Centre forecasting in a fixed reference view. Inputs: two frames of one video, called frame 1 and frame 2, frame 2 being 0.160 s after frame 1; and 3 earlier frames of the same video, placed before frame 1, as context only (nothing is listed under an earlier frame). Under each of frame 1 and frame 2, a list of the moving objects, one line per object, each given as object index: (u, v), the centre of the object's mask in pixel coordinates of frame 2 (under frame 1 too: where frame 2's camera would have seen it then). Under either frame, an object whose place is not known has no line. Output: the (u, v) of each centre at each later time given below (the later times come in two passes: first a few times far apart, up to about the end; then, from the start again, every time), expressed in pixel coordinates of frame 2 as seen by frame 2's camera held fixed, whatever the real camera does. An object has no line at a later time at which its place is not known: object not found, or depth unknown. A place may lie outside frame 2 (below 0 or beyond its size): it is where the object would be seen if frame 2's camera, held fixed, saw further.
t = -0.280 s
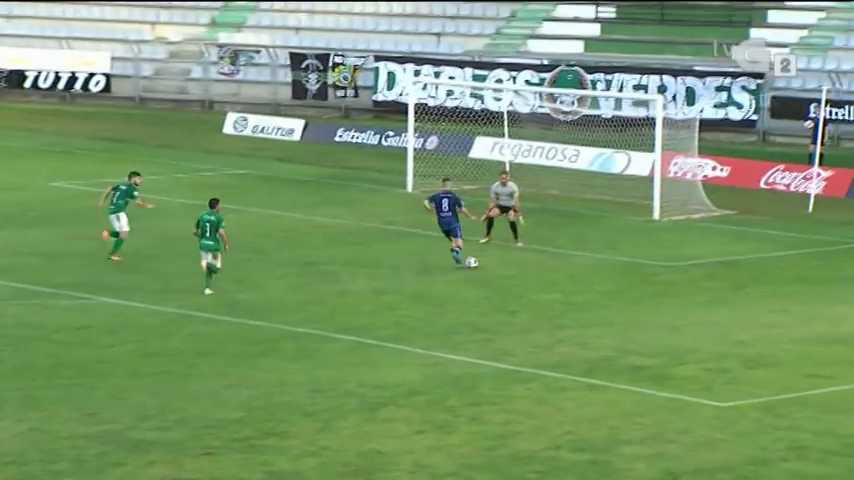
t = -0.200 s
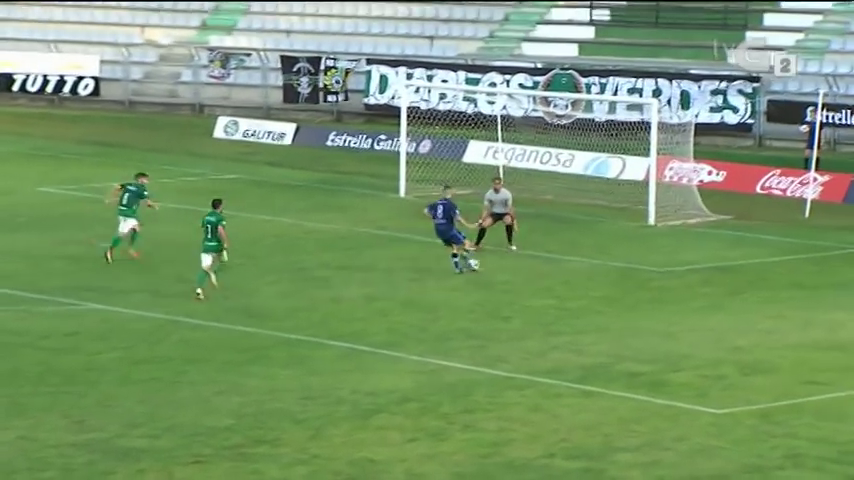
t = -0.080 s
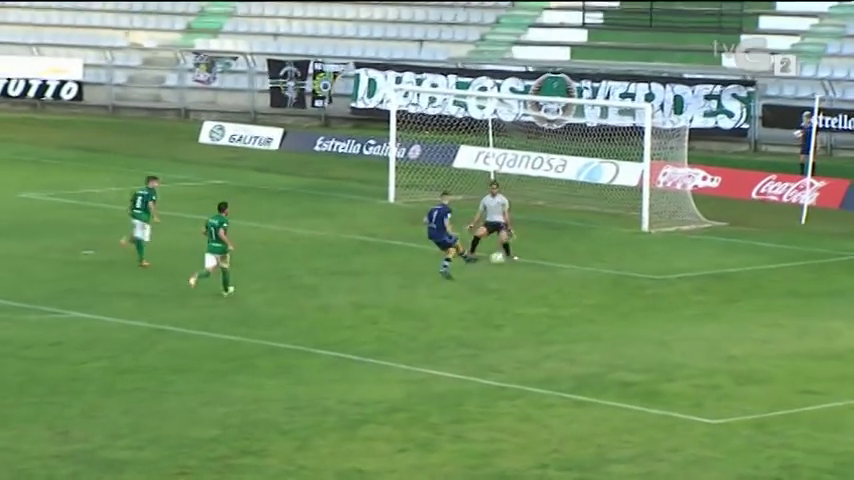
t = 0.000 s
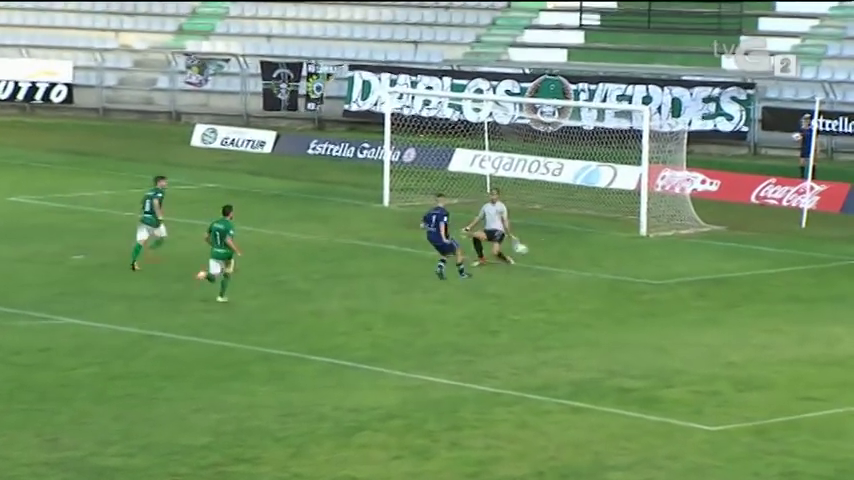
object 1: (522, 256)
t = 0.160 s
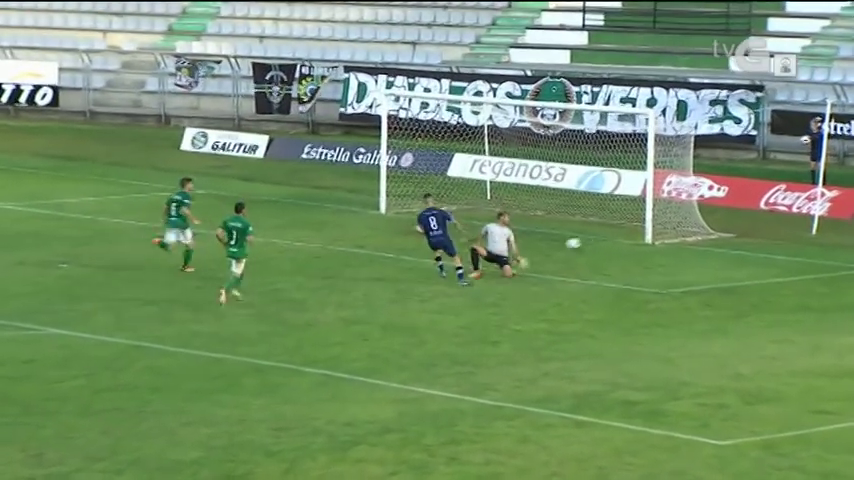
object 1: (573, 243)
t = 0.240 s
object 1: (595, 233)
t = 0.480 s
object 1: (660, 214)
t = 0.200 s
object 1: (584, 238)
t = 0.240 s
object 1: (595, 233)
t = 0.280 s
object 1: (607, 232)
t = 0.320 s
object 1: (618, 230)
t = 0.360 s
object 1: (629, 230)
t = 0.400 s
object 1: (639, 225)
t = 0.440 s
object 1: (644, 220)
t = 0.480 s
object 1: (660, 214)
